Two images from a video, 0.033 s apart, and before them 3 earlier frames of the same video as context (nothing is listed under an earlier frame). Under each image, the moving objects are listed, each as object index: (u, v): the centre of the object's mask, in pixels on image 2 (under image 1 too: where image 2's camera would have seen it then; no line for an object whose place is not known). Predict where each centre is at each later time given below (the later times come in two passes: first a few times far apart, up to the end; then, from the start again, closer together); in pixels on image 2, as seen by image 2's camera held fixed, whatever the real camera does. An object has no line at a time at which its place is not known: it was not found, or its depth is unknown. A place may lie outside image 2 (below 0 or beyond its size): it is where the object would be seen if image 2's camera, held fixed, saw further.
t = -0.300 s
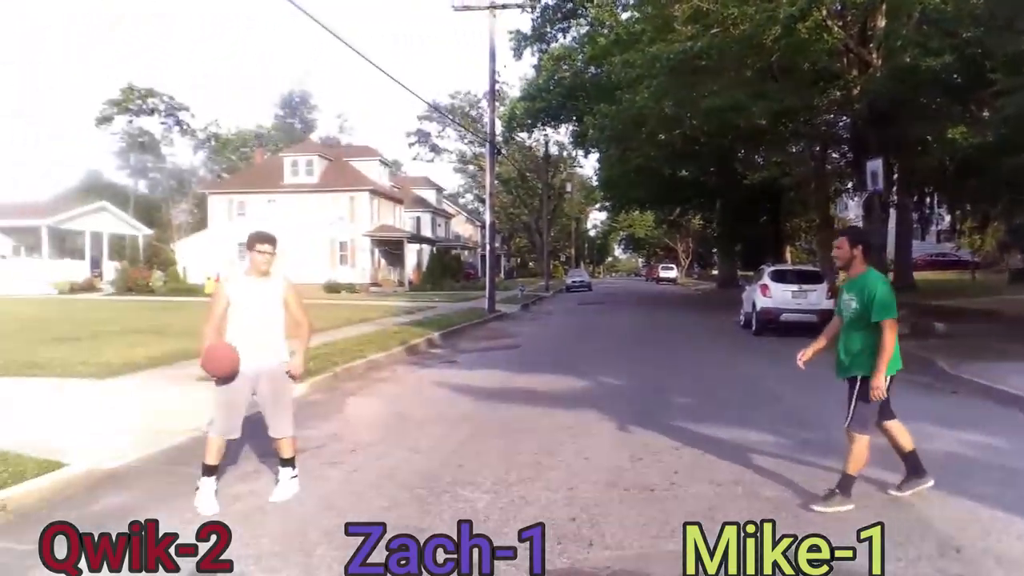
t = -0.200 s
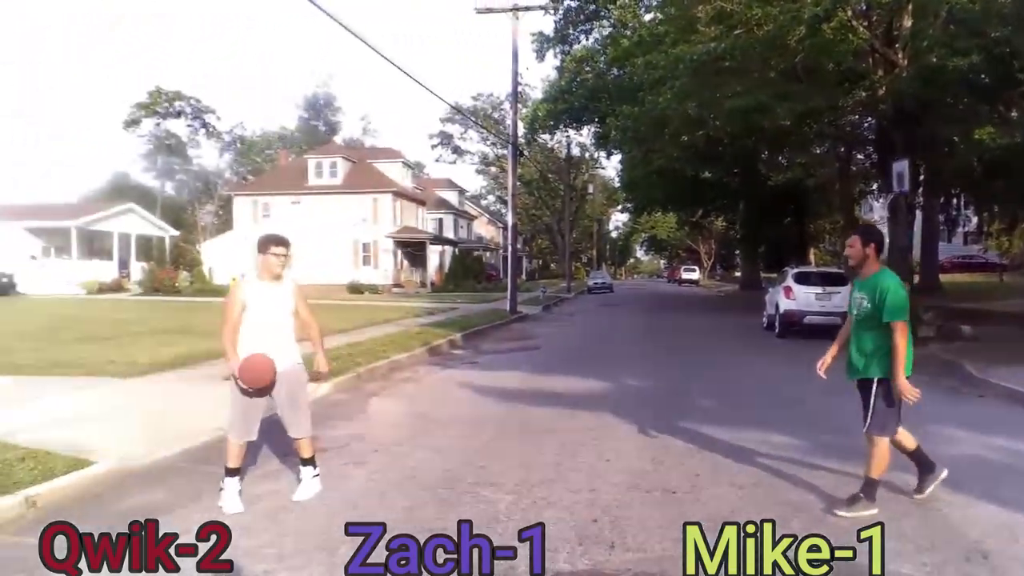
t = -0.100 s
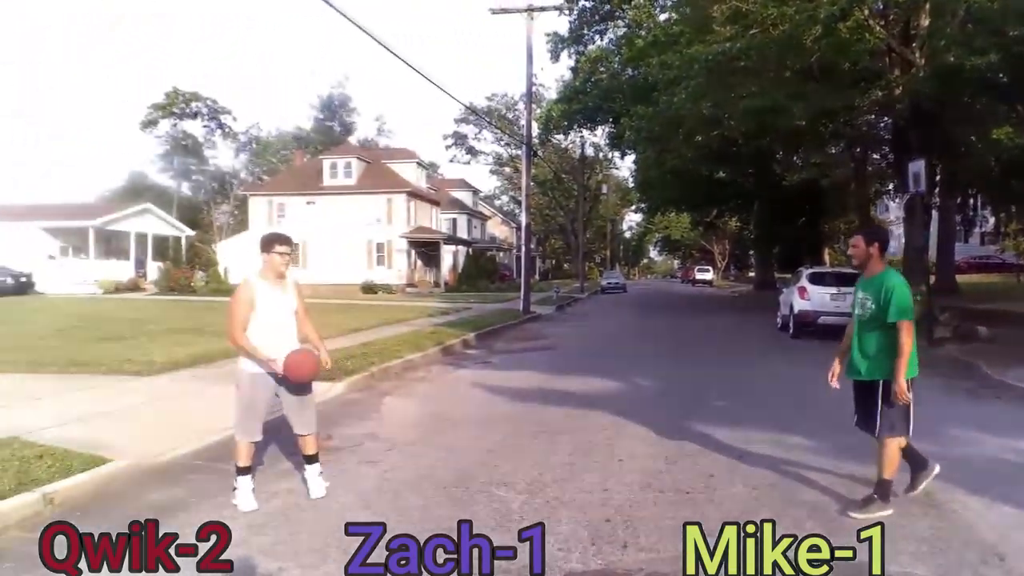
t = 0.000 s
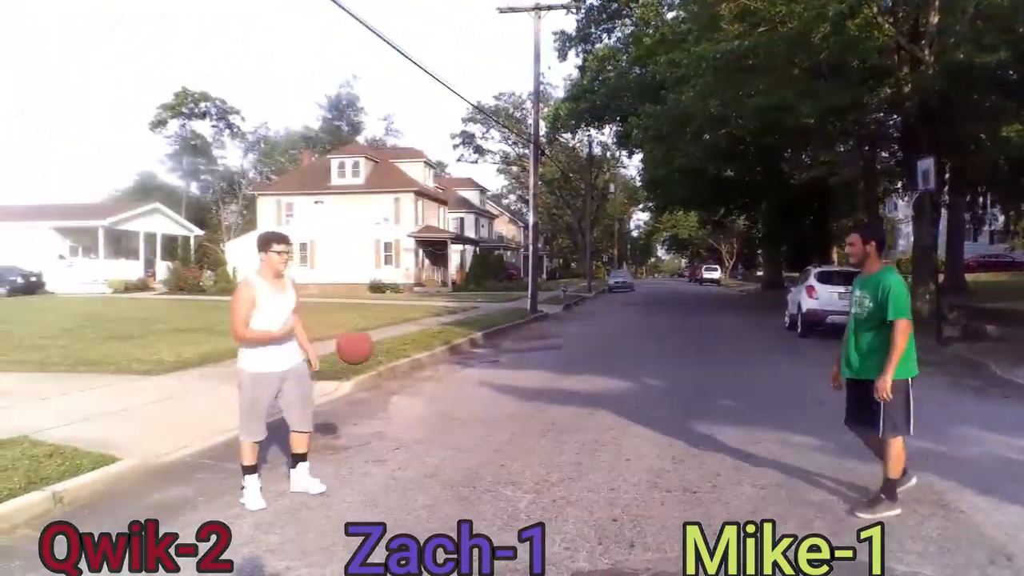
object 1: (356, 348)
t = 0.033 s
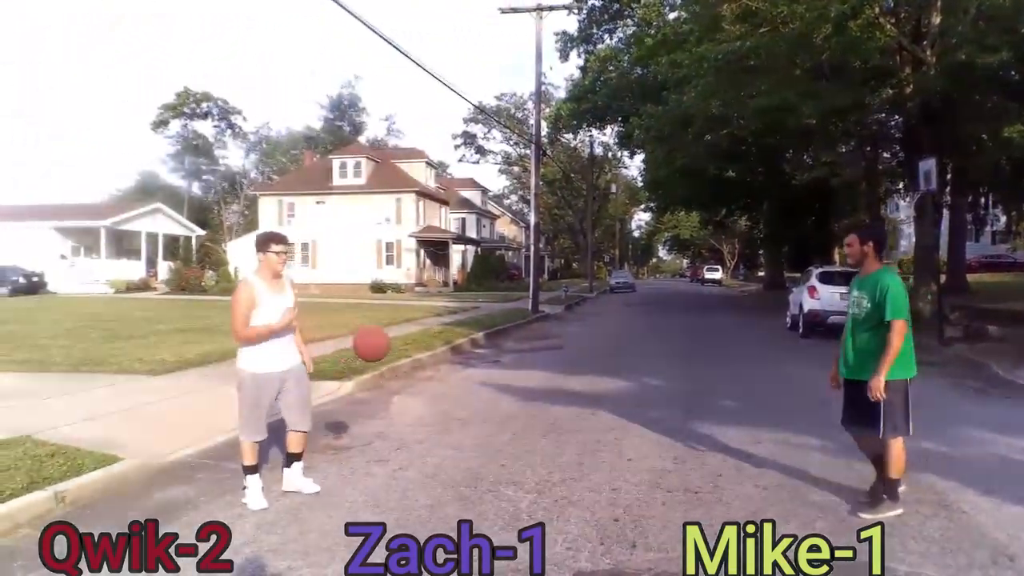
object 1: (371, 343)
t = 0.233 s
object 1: (465, 359)
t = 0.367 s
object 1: (529, 405)
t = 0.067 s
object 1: (387, 342)
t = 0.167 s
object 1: (432, 347)
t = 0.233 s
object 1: (465, 359)
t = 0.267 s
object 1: (481, 368)
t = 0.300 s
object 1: (497, 379)
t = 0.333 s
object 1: (513, 391)
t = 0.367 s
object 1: (529, 405)
